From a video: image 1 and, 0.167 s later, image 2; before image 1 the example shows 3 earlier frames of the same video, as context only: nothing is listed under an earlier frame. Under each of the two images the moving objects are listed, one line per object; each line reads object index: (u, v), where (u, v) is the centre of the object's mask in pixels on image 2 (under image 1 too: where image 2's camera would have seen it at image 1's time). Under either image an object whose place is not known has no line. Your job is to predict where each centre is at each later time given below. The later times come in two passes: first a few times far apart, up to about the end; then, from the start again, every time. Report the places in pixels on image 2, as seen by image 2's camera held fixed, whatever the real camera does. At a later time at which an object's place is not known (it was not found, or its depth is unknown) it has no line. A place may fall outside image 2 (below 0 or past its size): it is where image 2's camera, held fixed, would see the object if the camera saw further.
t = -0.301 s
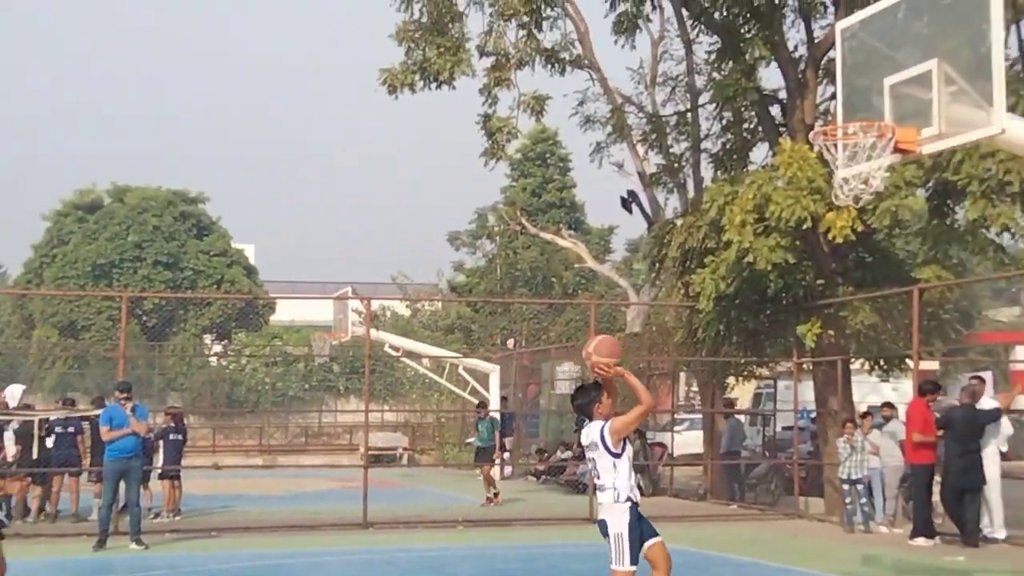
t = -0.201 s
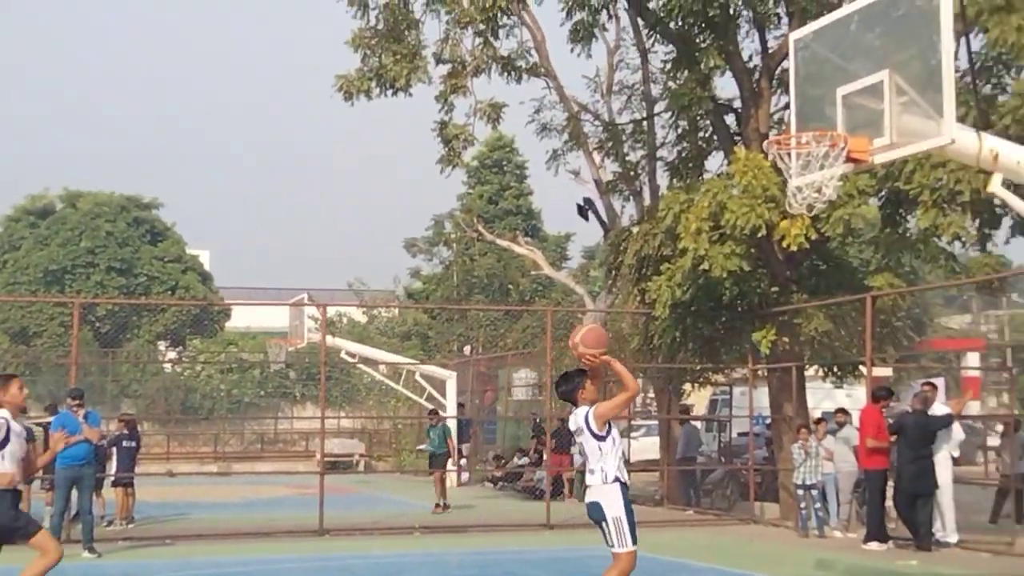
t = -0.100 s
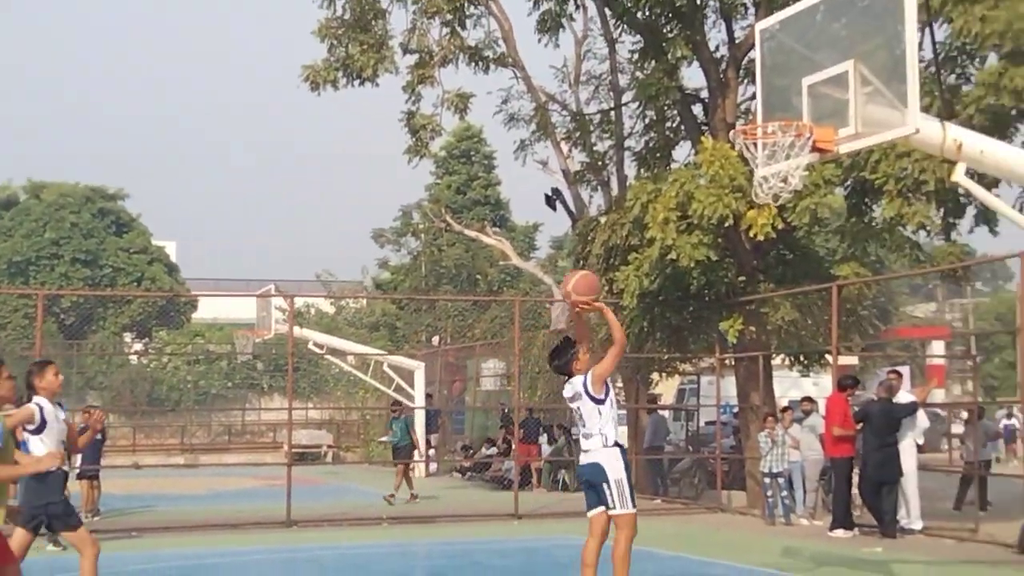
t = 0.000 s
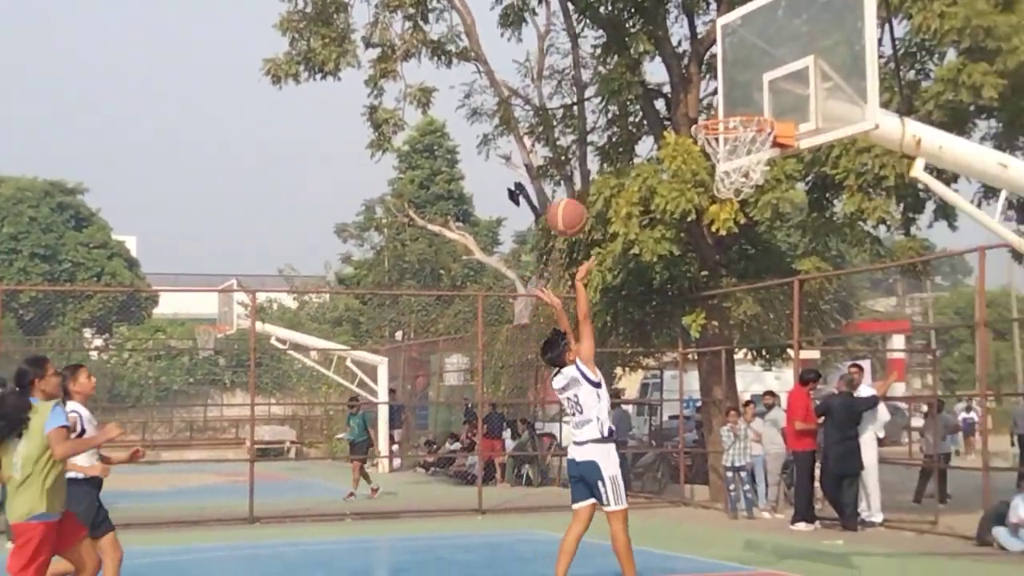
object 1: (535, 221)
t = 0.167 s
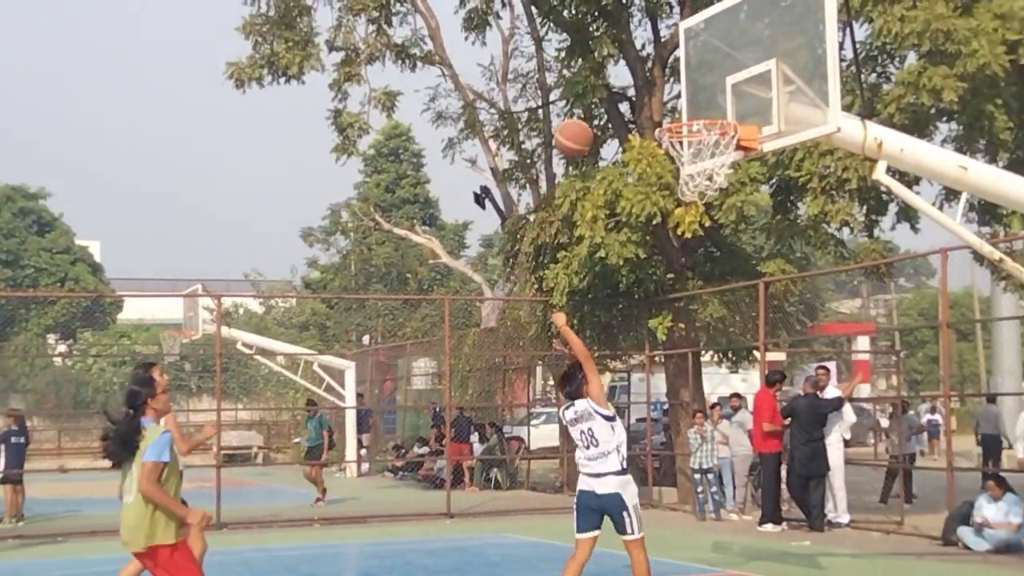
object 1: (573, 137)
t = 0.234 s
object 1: (589, 117)
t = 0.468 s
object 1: (644, 102)
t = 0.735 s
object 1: (672, 113)
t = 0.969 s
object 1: (707, 185)
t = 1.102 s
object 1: (720, 250)
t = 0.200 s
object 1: (582, 126)
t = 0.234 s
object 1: (589, 117)
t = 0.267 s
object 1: (596, 110)
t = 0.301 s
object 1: (605, 103)
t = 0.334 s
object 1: (613, 100)
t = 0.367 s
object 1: (620, 98)
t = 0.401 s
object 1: (628, 98)
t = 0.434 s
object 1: (636, 99)
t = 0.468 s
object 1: (644, 102)
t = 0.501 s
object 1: (652, 107)
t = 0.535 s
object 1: (657, 110)
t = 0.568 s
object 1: (659, 109)
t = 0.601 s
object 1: (661, 109)
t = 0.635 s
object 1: (663, 110)
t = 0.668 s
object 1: (666, 111)
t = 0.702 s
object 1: (669, 112)
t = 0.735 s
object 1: (672, 113)
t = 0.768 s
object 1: (676, 114)
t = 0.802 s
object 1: (680, 125)
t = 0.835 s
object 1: (682, 133)
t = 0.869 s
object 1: (692, 143)
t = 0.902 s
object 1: (696, 154)
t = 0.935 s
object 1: (699, 165)
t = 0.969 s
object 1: (707, 185)
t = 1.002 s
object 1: (708, 200)
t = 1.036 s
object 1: (712, 211)
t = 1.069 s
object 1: (716, 230)
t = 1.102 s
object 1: (720, 250)
